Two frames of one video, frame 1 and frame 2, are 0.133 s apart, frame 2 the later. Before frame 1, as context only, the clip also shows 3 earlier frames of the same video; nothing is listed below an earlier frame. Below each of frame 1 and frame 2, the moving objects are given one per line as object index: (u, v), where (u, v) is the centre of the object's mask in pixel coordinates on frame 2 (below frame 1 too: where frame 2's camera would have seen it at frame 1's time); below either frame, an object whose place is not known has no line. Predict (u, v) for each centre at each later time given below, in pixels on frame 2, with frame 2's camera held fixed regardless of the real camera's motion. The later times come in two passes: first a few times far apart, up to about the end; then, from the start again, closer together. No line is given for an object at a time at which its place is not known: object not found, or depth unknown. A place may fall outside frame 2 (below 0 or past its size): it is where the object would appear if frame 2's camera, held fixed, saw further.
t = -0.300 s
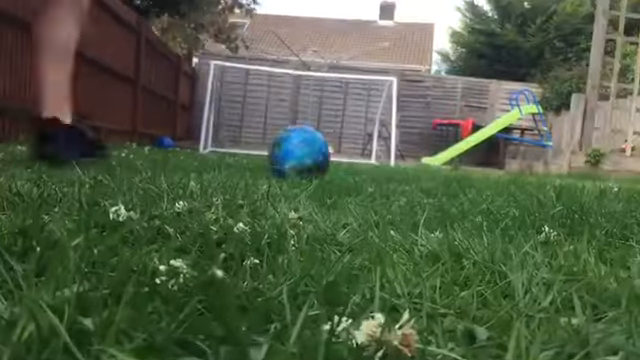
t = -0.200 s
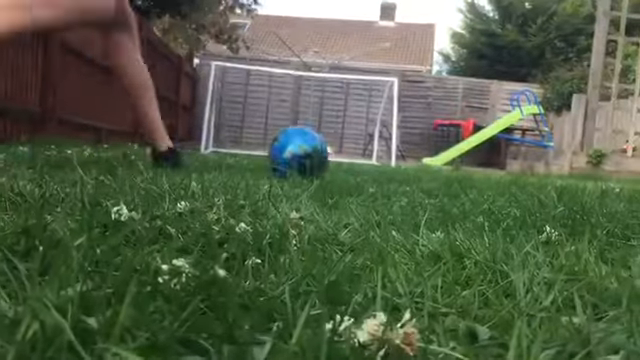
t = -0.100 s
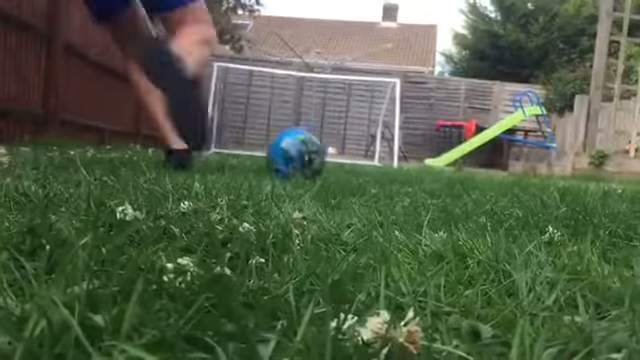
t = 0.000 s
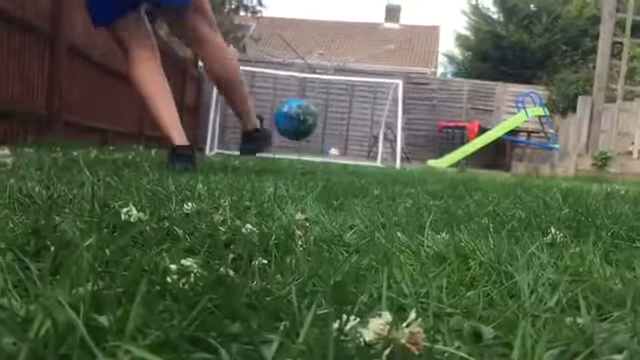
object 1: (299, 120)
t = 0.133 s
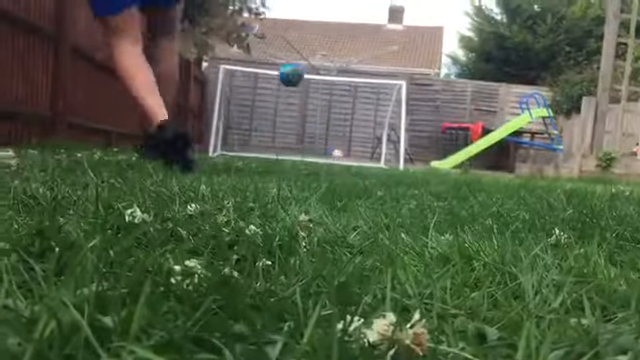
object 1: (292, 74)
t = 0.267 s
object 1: (279, 68)
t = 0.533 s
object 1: (259, 148)
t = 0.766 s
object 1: (265, 107)
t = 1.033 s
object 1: (269, 90)
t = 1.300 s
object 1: (270, 123)
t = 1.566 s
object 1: (277, 140)
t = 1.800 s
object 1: (279, 143)
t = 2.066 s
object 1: (288, 150)
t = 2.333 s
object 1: (296, 156)
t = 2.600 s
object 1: (303, 157)
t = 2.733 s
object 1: (304, 157)
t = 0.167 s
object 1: (288, 69)
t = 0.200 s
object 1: (285, 68)
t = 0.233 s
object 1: (282, 68)
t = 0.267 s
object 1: (279, 68)
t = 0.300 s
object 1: (276, 68)
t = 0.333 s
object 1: (272, 71)
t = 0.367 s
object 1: (269, 74)
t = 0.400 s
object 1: (265, 84)
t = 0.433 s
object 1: (263, 99)
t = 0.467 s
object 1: (263, 114)
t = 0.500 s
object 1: (261, 131)
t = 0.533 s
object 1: (259, 148)
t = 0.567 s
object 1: (259, 153)
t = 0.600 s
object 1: (259, 145)
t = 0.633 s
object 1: (260, 135)
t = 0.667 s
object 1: (261, 128)
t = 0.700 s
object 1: (262, 120)
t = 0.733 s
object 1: (264, 113)
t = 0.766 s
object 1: (265, 107)
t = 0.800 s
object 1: (266, 102)
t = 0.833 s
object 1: (266, 99)
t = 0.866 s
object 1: (267, 94)
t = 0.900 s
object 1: (268, 93)
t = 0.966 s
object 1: (269, 92)
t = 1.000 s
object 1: (269, 92)
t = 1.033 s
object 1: (269, 90)
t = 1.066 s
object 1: (270, 91)
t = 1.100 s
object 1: (270, 93)
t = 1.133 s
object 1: (270, 95)
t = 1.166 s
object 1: (270, 99)
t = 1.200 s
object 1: (270, 105)
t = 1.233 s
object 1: (270, 110)
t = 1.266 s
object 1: (271, 116)
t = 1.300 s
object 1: (270, 123)
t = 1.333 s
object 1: (270, 131)
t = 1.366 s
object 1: (270, 140)
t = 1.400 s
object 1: (270, 150)
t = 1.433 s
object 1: (271, 153)
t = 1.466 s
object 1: (272, 150)
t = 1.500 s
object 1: (273, 146)
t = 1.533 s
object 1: (274, 143)
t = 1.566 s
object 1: (277, 140)
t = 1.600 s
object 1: (277, 138)
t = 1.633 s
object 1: (277, 137)
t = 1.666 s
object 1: (277, 137)
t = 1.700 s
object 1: (277, 137)
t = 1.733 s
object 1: (278, 138)
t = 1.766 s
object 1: (278, 140)
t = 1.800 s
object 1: (279, 143)
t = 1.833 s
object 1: (279, 147)
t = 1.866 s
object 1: (280, 151)
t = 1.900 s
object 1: (280, 155)
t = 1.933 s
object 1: (282, 153)
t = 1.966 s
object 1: (283, 151)
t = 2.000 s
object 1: (285, 150)
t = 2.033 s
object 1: (287, 150)
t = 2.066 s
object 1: (288, 150)
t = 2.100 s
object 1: (289, 151)
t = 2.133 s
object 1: (290, 153)
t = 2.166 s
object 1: (291, 154)
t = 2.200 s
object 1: (291, 154)
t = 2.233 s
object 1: (292, 155)
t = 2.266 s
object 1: (294, 155)
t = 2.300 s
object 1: (295, 155)
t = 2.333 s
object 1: (296, 156)
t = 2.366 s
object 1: (297, 156)
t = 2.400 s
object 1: (299, 156)
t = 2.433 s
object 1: (299, 156)
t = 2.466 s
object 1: (300, 156)
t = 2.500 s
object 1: (301, 156)
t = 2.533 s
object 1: (302, 156)
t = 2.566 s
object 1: (302, 156)
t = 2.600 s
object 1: (303, 157)
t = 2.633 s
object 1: (303, 157)
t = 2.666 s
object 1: (303, 157)
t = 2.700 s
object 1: (303, 157)
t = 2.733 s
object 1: (304, 157)
